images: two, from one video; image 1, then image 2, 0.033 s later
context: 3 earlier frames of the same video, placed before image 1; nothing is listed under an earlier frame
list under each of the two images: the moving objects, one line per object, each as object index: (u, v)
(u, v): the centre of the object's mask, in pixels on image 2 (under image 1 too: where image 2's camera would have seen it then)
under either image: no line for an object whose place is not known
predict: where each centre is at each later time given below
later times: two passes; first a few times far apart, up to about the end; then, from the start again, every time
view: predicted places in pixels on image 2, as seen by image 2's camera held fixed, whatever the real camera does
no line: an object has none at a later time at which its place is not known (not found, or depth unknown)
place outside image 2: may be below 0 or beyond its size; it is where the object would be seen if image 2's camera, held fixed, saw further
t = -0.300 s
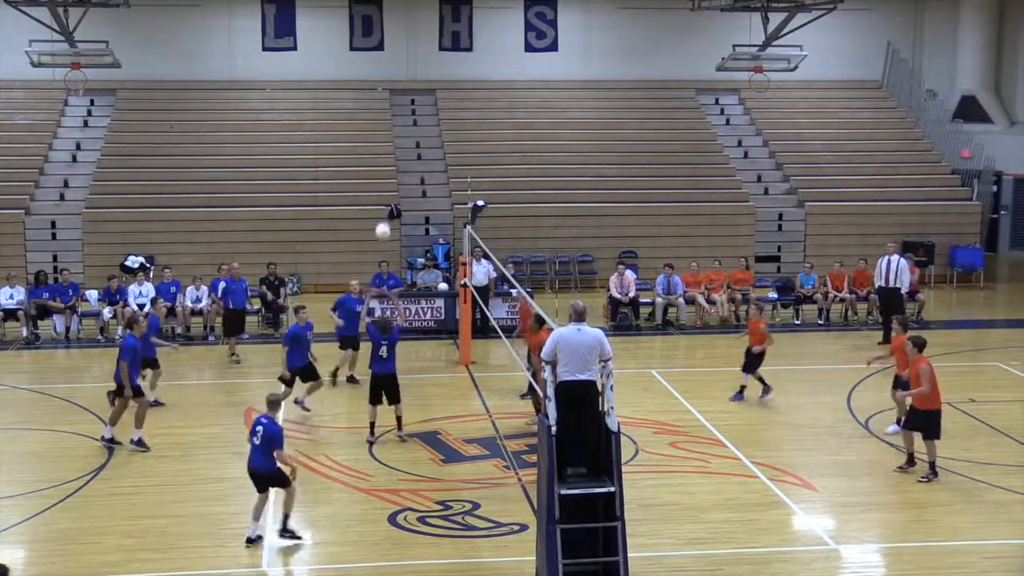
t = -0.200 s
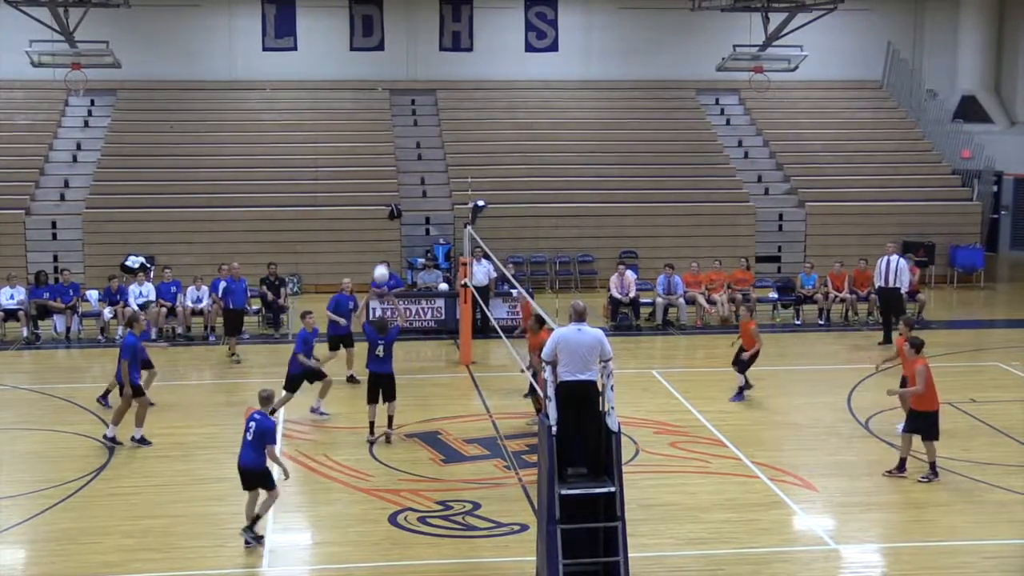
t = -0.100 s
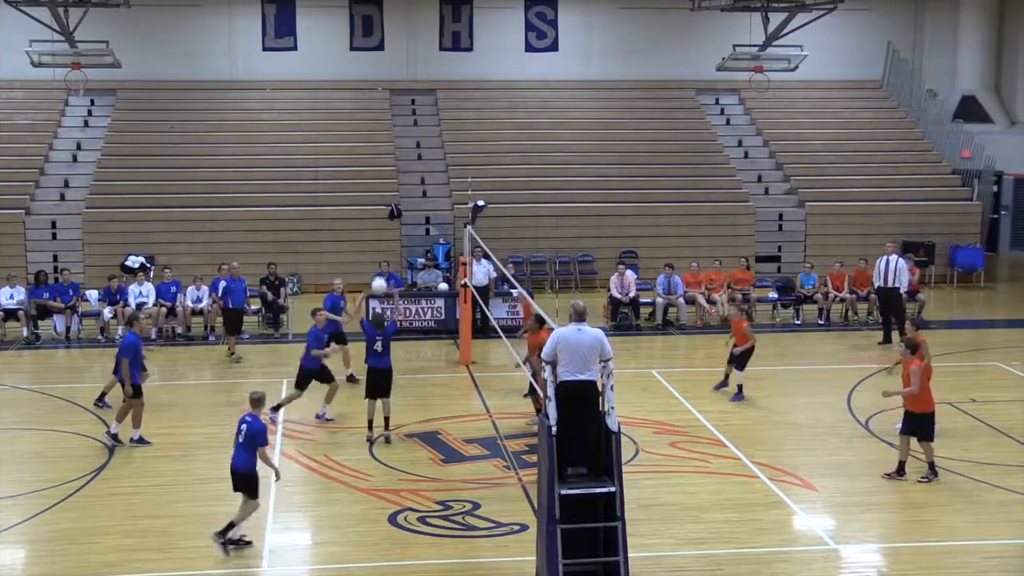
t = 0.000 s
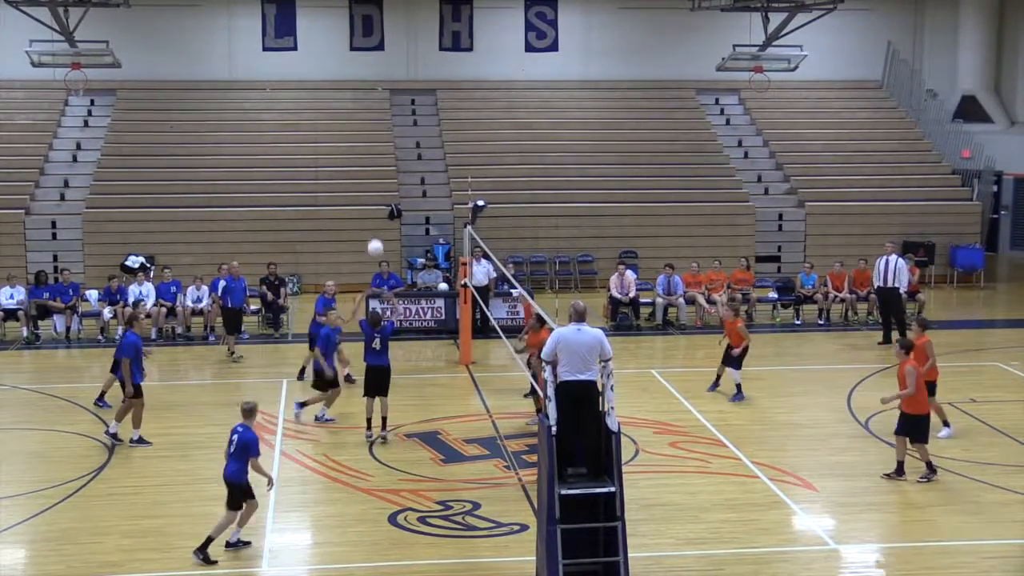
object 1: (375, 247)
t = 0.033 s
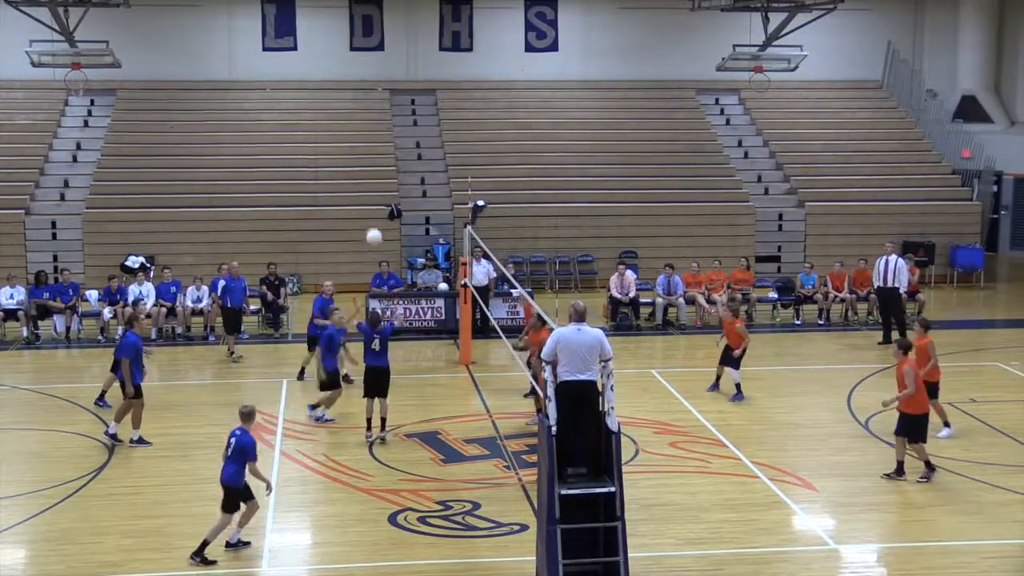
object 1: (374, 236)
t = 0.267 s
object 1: (366, 181)
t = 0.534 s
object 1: (357, 167)
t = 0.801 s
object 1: (349, 204)
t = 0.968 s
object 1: (345, 250)
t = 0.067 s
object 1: (372, 225)
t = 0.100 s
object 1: (371, 215)
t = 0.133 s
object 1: (370, 207)
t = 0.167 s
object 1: (369, 199)
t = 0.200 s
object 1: (368, 193)
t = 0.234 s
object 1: (366, 187)
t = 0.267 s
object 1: (366, 181)
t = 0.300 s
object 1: (364, 176)
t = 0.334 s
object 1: (363, 173)
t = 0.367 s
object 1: (362, 170)
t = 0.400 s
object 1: (361, 167)
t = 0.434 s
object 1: (360, 167)
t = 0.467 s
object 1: (359, 166)
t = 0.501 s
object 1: (358, 166)
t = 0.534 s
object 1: (357, 167)
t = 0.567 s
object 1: (356, 169)
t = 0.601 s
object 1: (355, 171)
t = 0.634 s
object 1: (354, 175)
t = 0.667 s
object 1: (353, 179)
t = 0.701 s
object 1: (352, 184)
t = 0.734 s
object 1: (351, 190)
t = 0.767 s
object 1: (350, 196)
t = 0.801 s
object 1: (349, 204)
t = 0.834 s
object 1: (348, 212)
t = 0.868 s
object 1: (347, 220)
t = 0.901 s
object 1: (347, 230)
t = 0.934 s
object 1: (346, 241)
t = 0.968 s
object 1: (345, 250)
